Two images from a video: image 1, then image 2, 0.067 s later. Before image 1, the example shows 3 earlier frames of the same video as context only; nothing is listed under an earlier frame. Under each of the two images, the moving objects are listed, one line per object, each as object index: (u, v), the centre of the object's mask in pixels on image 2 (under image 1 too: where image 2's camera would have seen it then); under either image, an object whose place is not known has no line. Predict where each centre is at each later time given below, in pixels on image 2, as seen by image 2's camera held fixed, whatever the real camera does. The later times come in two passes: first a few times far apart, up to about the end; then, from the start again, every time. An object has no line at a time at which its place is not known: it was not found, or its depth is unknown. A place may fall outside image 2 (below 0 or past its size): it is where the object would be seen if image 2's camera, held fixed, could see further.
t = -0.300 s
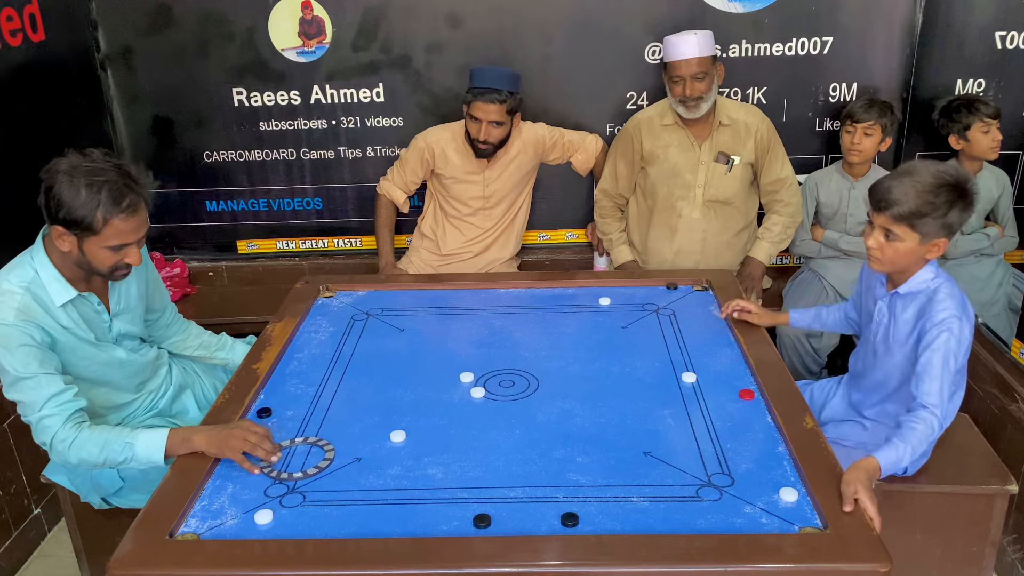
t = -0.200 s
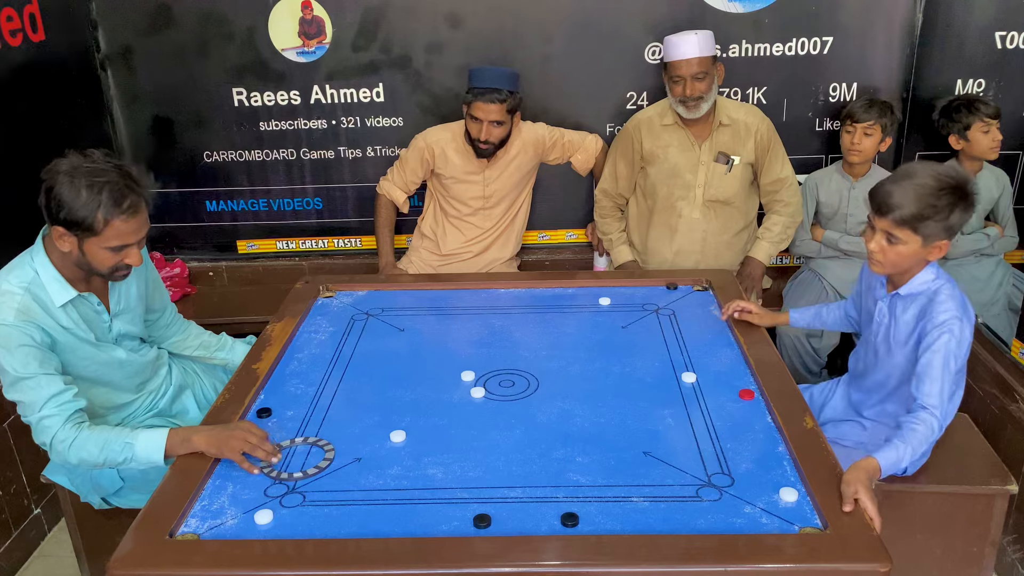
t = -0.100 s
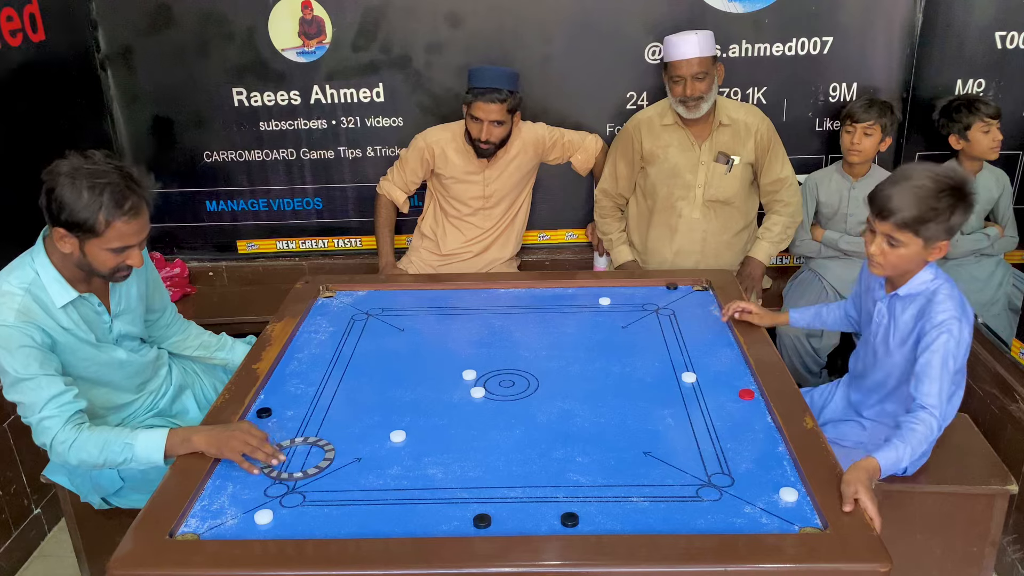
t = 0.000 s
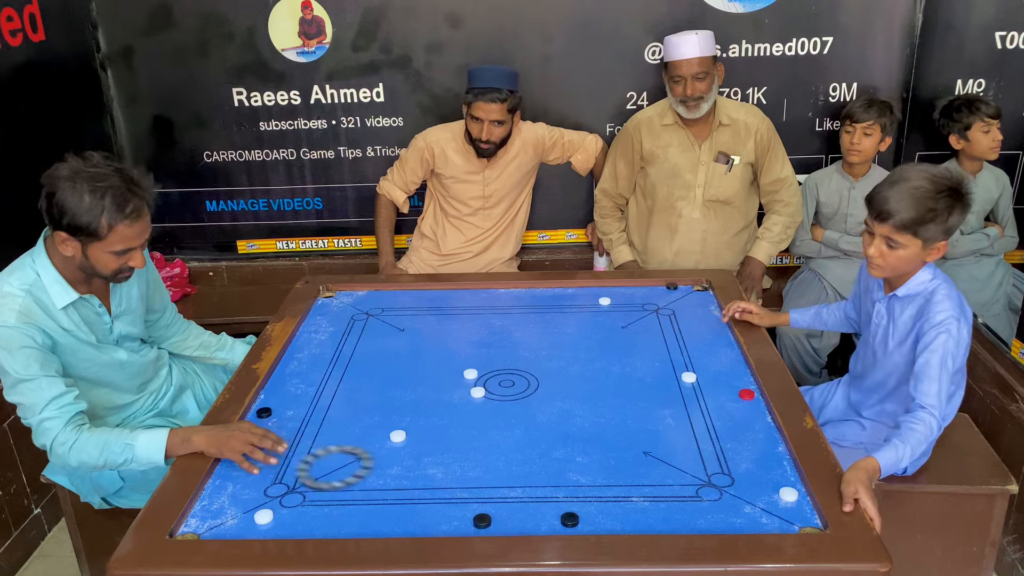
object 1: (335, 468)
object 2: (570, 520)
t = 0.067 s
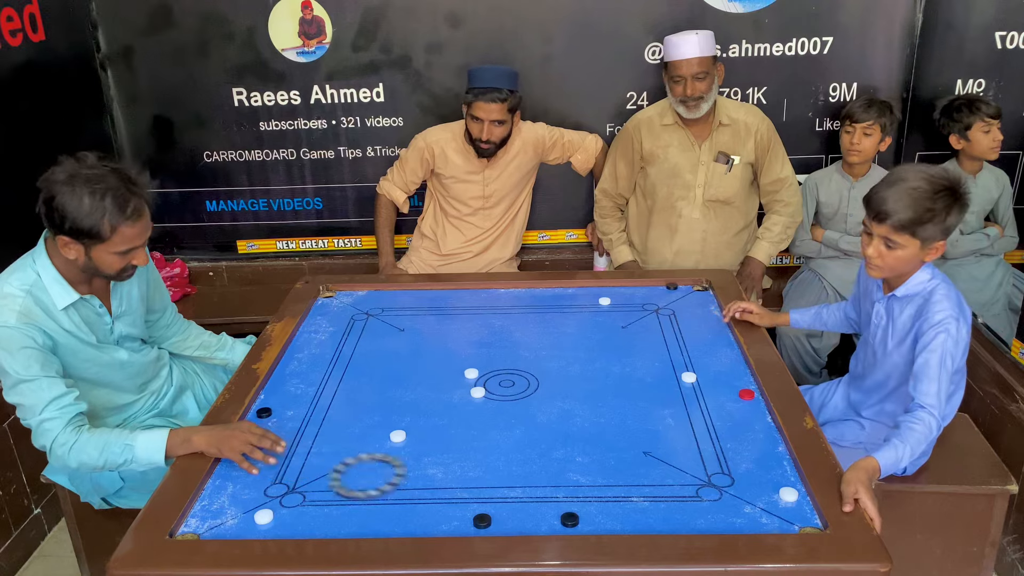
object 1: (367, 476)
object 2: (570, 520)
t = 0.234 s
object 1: (452, 498)
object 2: (570, 520)
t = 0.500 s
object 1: (567, 510)
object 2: (624, 529)
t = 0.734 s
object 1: (651, 511)
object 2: (733, 525)
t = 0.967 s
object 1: (730, 510)
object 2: (792, 508)
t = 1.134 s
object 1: (756, 511)
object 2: (804, 501)
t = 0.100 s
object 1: (383, 481)
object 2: (570, 520)
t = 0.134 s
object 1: (401, 485)
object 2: (570, 520)
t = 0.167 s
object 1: (417, 489)
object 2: (570, 520)
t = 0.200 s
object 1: (435, 494)
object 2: (570, 520)
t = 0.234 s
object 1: (452, 498)
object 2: (570, 520)
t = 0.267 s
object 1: (469, 501)
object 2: (570, 520)
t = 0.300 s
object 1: (484, 505)
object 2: (570, 520)
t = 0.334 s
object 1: (500, 507)
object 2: (570, 520)
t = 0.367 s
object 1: (516, 508)
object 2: (570, 520)
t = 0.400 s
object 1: (529, 509)
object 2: (576, 521)
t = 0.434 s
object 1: (542, 509)
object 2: (593, 524)
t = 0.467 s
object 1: (554, 510)
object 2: (608, 527)
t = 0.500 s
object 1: (567, 510)
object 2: (624, 529)
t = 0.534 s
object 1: (579, 510)
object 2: (642, 530)
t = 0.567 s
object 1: (591, 510)
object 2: (660, 531)
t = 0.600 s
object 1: (603, 510)
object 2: (675, 531)
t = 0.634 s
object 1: (615, 510)
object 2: (690, 530)
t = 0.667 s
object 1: (628, 510)
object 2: (705, 529)
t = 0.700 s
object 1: (639, 511)
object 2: (719, 527)
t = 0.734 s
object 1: (651, 511)
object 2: (733, 525)
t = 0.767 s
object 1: (663, 511)
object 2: (747, 522)
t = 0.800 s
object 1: (674, 511)
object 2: (761, 520)
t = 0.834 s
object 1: (686, 511)
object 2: (775, 517)
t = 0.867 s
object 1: (697, 511)
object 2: (788, 515)
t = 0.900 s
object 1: (708, 511)
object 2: (801, 512)
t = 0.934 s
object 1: (719, 511)
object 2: (802, 510)
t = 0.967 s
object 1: (730, 510)
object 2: (792, 508)
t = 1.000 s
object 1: (740, 510)
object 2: (791, 506)
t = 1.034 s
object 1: (747, 510)
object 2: (803, 505)
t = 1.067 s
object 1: (753, 510)
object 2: (803, 503)
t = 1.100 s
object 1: (756, 510)
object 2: (804, 501)
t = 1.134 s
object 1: (756, 511)
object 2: (804, 501)
